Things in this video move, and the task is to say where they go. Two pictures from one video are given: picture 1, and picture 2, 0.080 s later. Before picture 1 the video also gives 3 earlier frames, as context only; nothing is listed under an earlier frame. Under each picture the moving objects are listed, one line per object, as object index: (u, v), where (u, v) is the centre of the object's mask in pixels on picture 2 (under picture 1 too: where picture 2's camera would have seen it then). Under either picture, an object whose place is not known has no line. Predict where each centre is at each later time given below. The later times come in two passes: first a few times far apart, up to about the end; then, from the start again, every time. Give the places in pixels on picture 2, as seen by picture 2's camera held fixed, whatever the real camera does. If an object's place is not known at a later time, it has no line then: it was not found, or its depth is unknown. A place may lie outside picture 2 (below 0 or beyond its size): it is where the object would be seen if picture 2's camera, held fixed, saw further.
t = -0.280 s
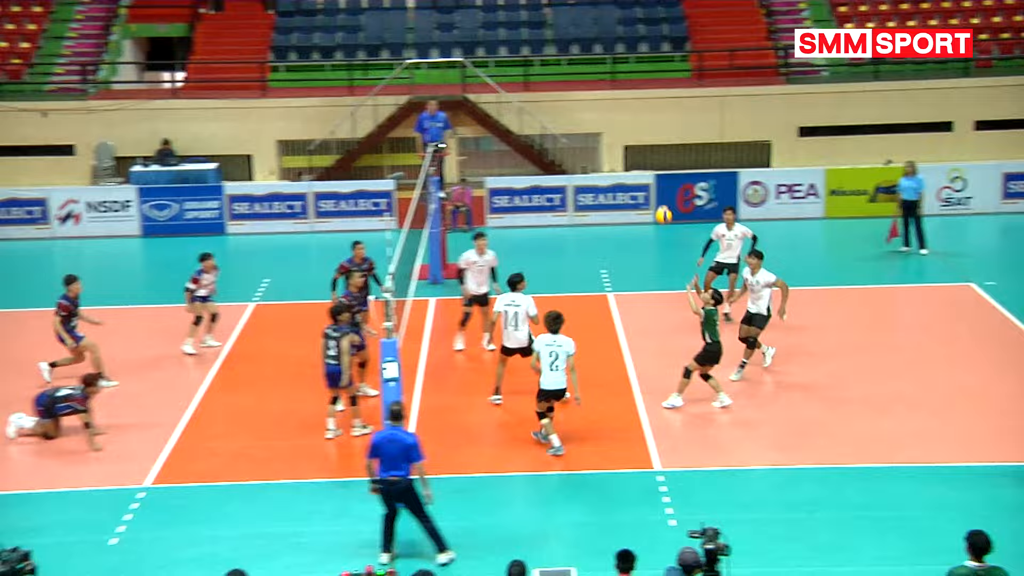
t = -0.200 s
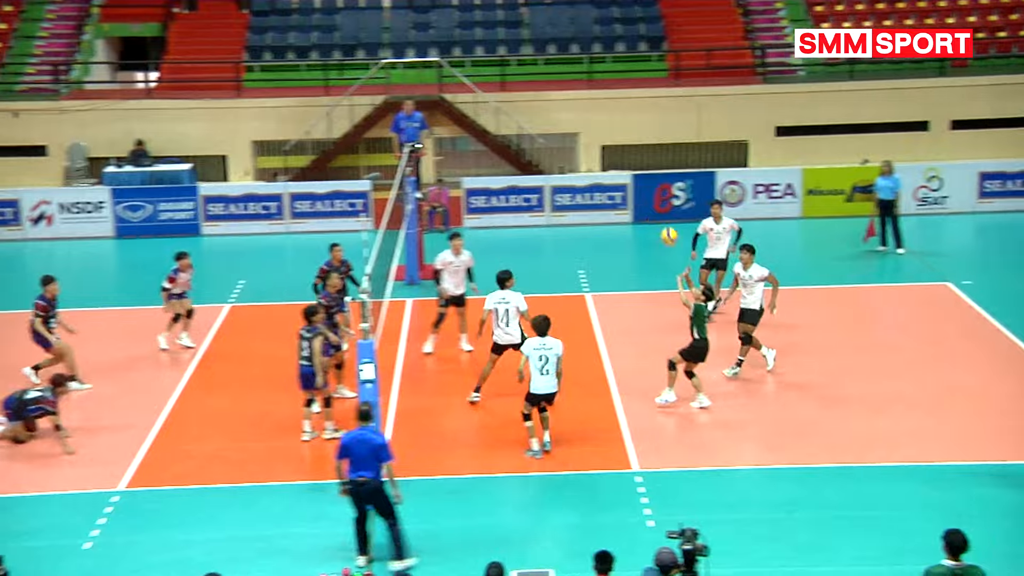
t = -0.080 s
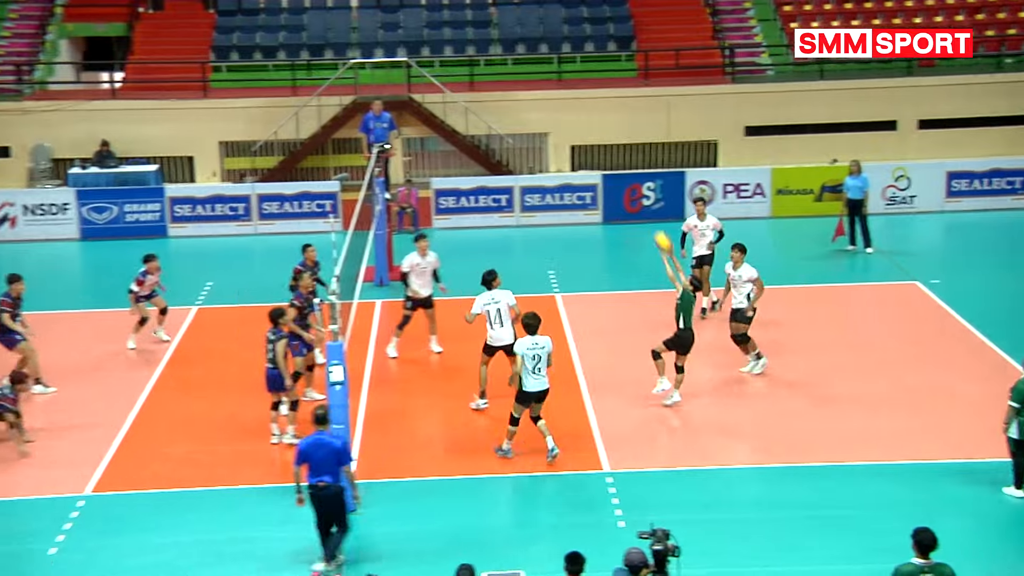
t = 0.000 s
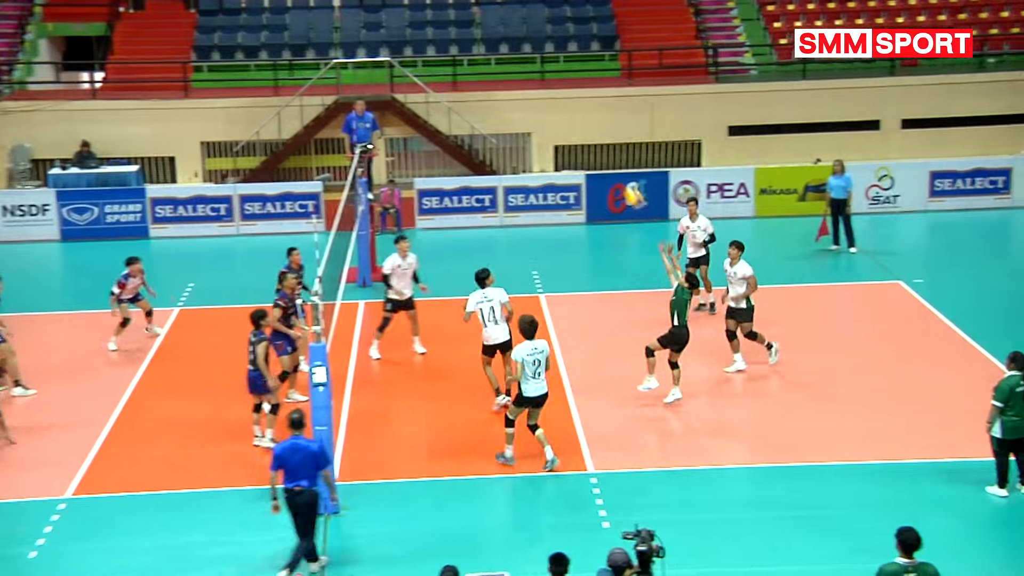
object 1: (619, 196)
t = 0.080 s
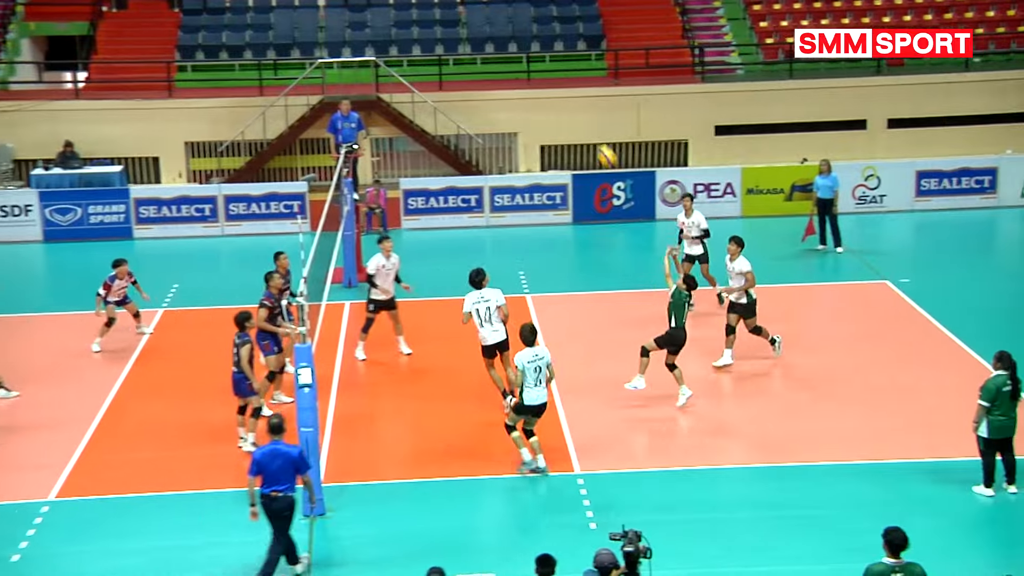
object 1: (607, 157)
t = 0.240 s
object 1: (581, 90)
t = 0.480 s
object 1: (544, 34)
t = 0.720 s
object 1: (510, 22)
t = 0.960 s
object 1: (478, 53)
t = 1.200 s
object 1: (450, 122)
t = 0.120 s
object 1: (600, 138)
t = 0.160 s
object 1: (593, 119)
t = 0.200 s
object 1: (587, 105)
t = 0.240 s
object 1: (581, 90)
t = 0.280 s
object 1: (574, 78)
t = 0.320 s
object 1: (568, 67)
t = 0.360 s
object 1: (562, 56)
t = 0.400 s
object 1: (556, 48)
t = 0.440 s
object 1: (550, 41)
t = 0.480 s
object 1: (544, 34)
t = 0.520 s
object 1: (538, 29)
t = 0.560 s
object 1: (532, 26)
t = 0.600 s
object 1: (526, 23)
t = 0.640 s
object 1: (521, 22)
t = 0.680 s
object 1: (515, 21)
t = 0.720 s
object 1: (510, 22)
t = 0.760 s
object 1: (504, 25)
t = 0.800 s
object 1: (499, 28)
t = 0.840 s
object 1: (493, 33)
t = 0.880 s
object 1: (488, 39)
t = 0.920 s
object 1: (483, 45)
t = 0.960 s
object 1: (478, 53)
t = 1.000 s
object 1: (473, 62)
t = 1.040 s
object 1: (468, 73)
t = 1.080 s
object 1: (464, 83)
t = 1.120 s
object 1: (460, 94)
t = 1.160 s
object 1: (455, 108)
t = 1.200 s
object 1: (450, 122)
